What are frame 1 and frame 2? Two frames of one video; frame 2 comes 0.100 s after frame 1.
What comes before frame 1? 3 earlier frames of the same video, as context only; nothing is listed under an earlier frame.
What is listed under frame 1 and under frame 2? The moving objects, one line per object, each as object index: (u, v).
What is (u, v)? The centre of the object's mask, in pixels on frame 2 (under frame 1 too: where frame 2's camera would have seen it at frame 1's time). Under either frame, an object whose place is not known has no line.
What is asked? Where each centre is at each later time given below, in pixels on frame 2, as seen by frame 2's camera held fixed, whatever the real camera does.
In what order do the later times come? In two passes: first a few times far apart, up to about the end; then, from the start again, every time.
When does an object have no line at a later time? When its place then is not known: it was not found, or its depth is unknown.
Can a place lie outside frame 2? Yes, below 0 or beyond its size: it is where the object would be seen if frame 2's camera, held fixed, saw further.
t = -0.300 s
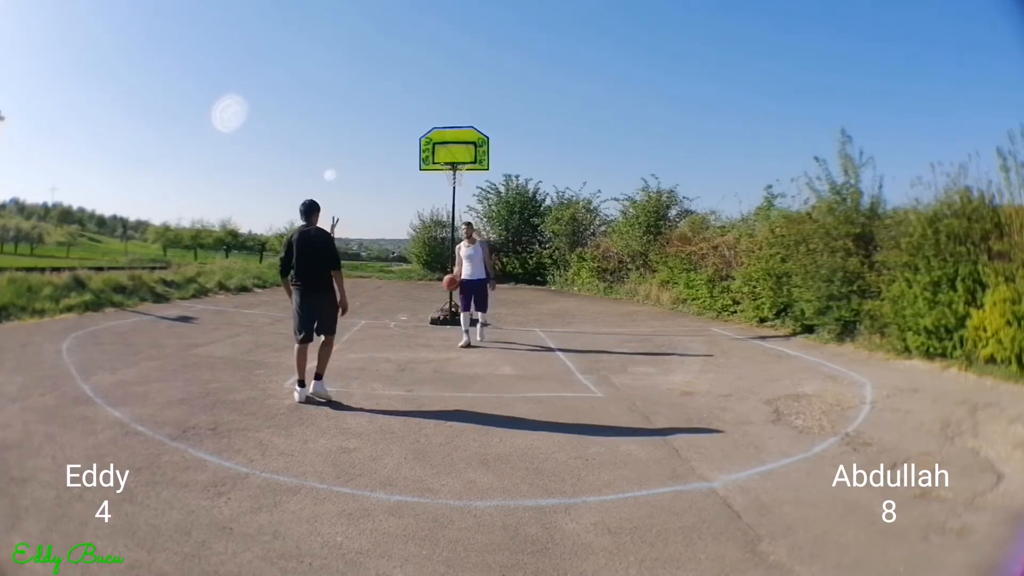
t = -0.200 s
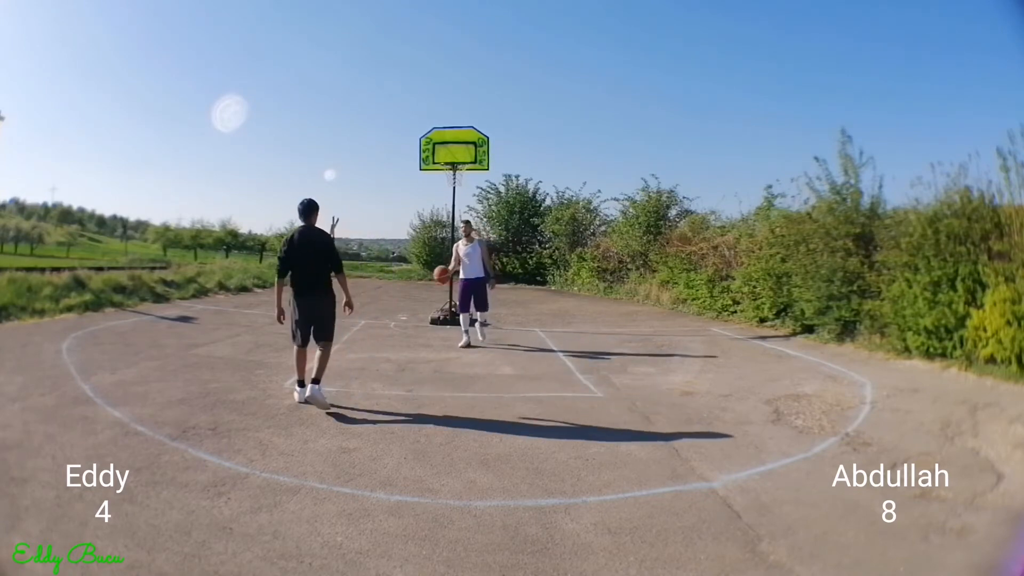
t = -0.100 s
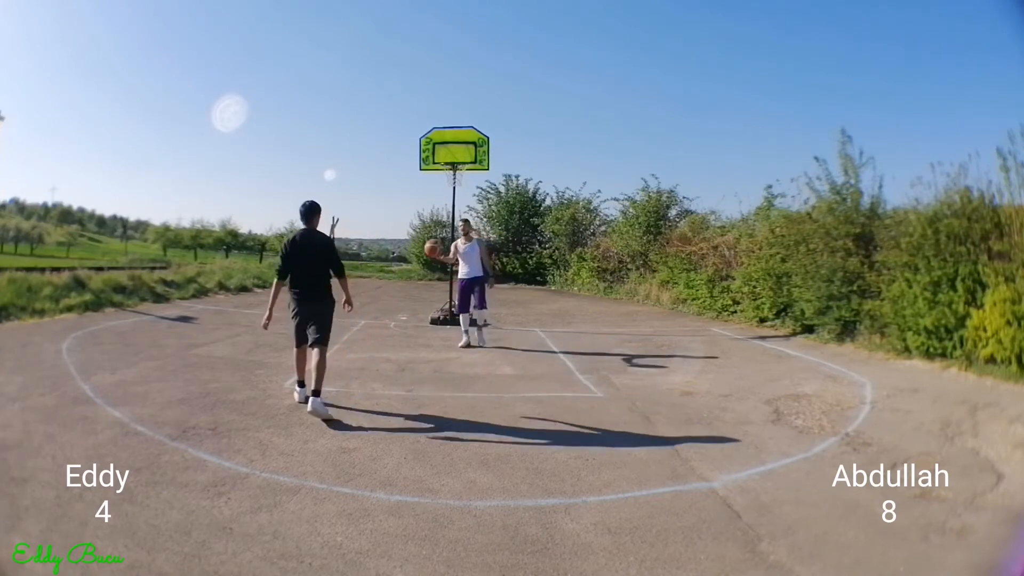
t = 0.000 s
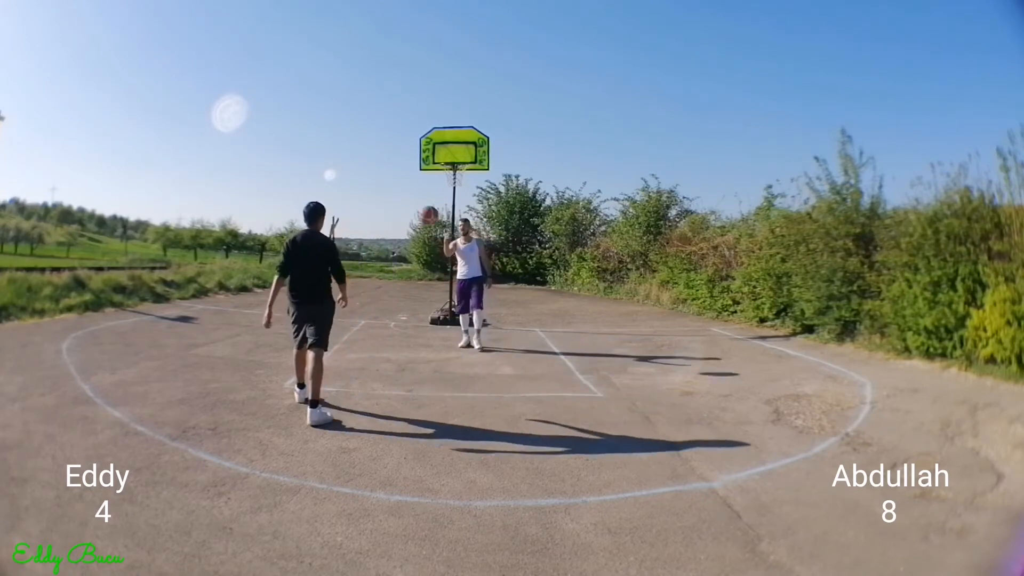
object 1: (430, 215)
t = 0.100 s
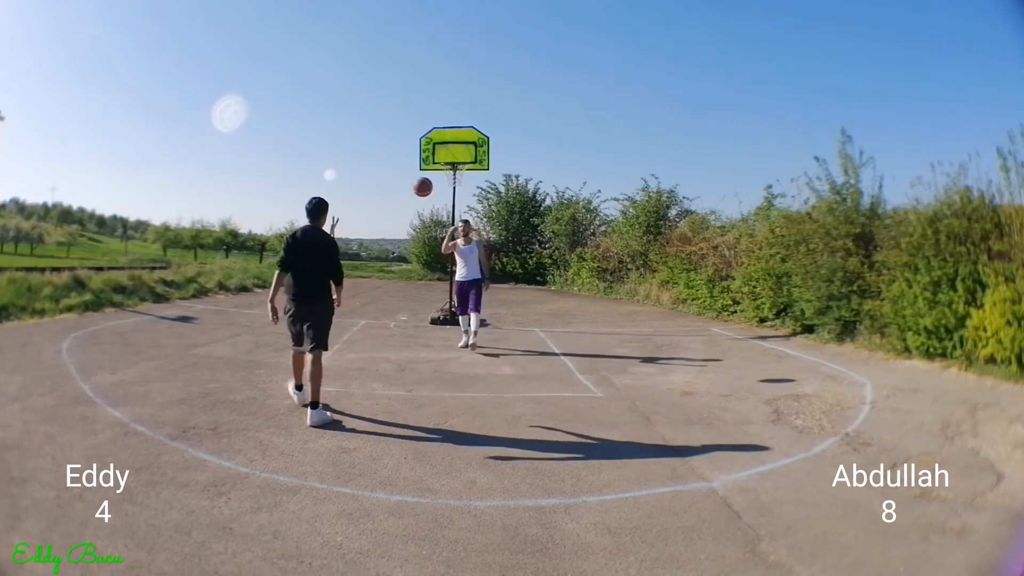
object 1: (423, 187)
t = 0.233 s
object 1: (413, 159)
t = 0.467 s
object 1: (390, 140)
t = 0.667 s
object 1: (360, 172)
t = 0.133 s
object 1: (421, 179)
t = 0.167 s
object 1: (418, 171)
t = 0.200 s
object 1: (416, 165)
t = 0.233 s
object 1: (413, 159)
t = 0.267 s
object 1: (410, 153)
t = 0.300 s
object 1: (407, 149)
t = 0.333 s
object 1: (405, 145)
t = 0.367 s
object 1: (401, 143)
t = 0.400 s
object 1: (397, 141)
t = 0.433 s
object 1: (394, 140)
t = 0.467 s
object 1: (390, 140)
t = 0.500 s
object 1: (386, 142)
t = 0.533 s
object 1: (381, 145)
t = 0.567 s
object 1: (377, 149)
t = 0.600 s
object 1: (371, 155)
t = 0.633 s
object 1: (366, 163)
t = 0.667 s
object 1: (360, 172)
